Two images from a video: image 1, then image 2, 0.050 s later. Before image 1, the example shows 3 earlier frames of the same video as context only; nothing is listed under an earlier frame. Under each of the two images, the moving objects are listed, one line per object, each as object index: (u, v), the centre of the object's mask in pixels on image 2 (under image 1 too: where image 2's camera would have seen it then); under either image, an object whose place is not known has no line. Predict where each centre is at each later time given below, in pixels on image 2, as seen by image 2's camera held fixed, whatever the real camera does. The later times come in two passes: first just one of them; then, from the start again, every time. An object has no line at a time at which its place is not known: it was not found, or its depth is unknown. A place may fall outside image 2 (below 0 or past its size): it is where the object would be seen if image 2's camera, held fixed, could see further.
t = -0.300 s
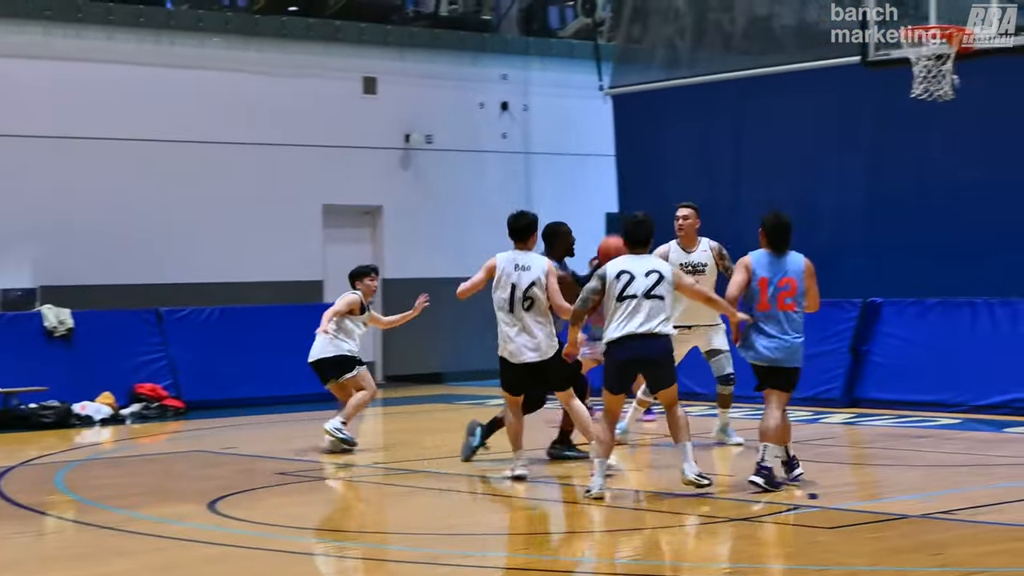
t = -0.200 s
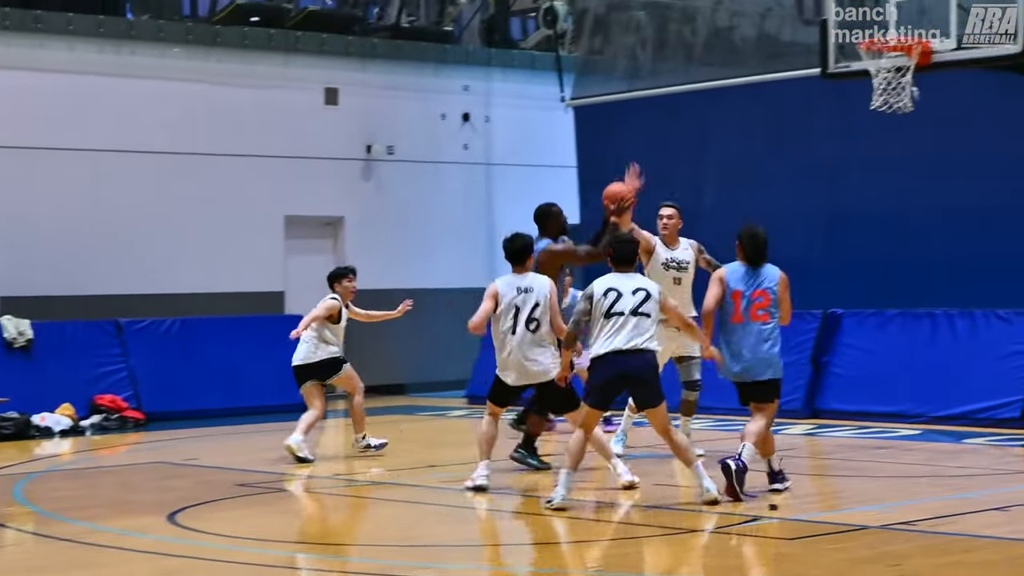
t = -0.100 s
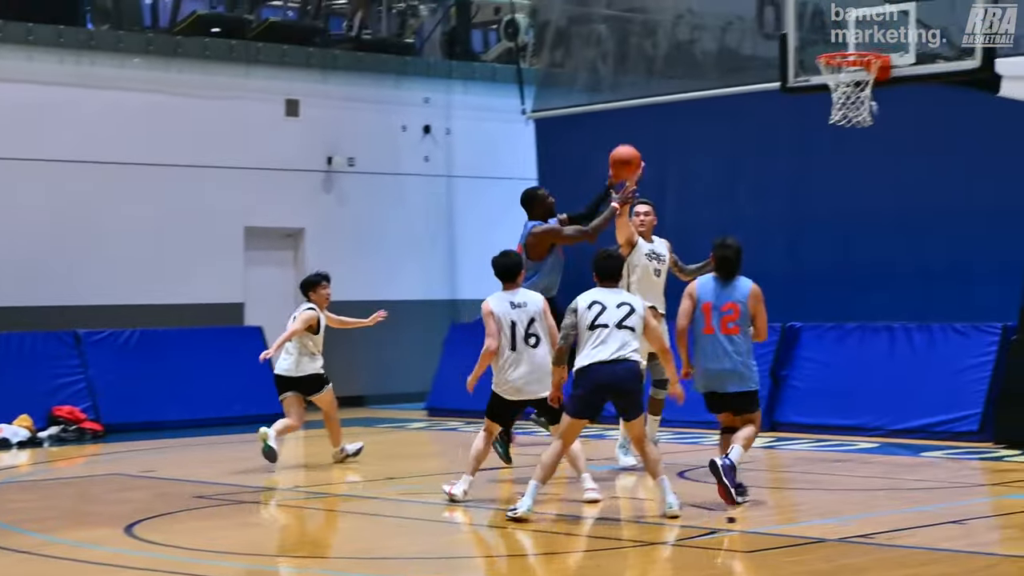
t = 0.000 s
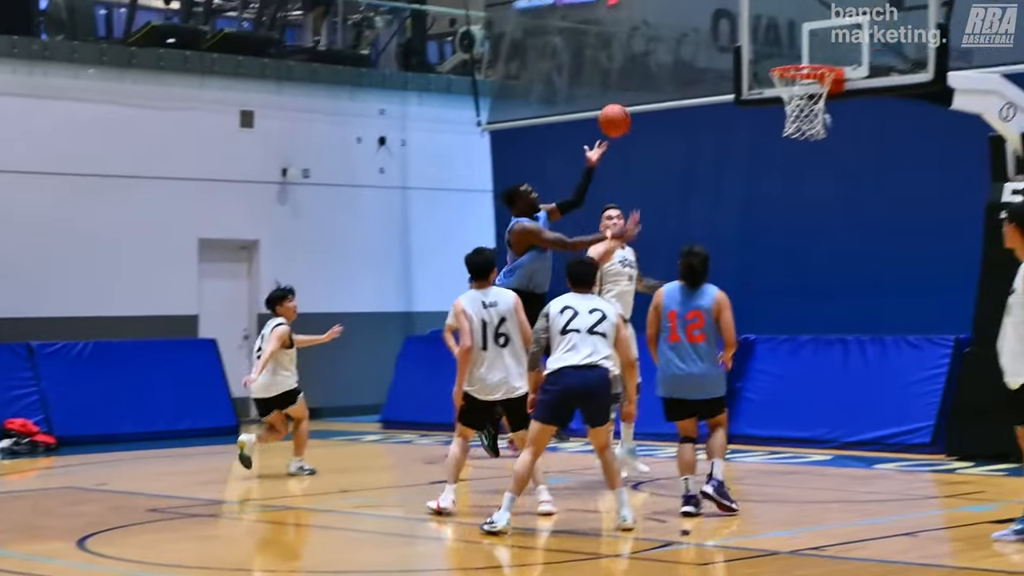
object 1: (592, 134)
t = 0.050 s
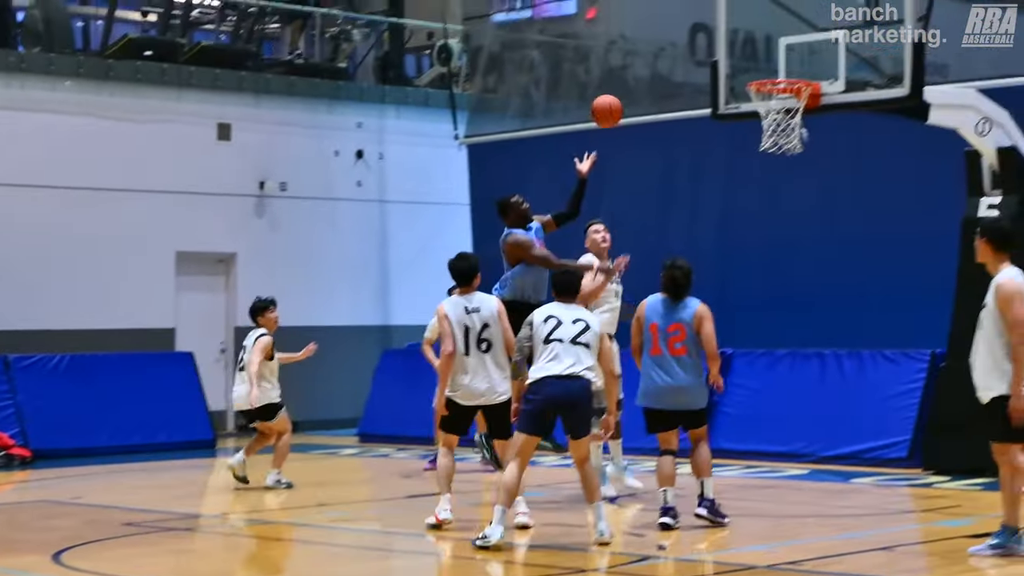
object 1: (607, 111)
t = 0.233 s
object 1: (659, 52)
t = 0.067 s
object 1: (611, 104)
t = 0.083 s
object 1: (616, 97)
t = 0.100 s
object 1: (621, 91)
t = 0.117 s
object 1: (626, 85)
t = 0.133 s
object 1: (631, 79)
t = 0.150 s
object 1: (635, 73)
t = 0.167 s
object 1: (640, 68)
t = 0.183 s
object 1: (645, 63)
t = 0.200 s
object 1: (649, 60)
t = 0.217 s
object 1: (654, 56)
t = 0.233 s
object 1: (659, 52)
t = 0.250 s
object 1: (664, 49)
